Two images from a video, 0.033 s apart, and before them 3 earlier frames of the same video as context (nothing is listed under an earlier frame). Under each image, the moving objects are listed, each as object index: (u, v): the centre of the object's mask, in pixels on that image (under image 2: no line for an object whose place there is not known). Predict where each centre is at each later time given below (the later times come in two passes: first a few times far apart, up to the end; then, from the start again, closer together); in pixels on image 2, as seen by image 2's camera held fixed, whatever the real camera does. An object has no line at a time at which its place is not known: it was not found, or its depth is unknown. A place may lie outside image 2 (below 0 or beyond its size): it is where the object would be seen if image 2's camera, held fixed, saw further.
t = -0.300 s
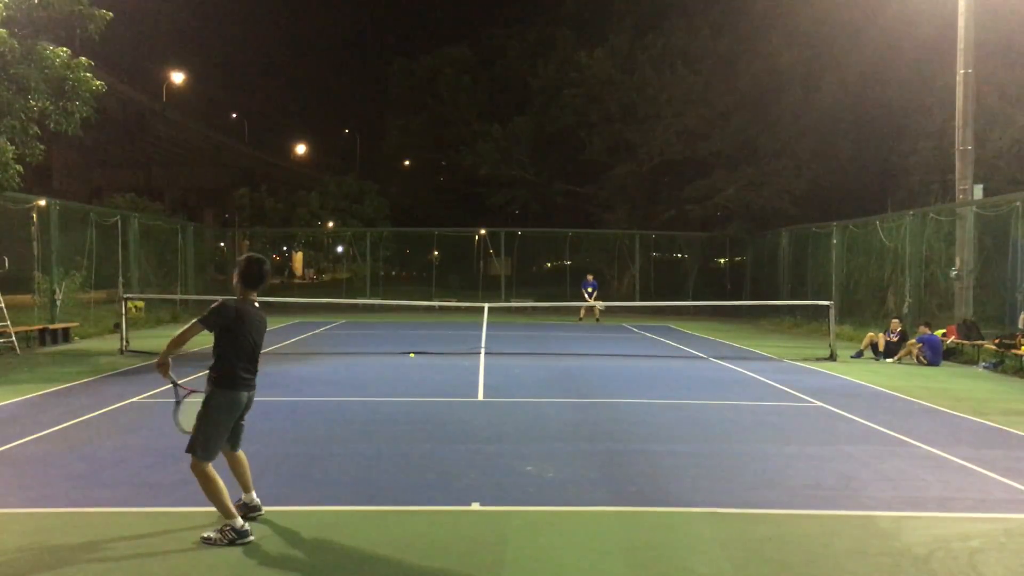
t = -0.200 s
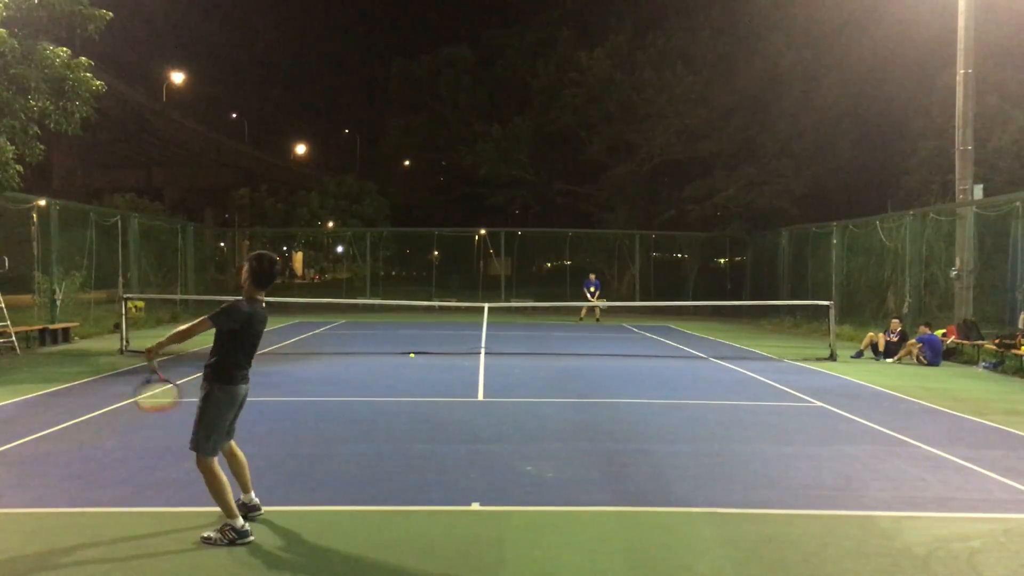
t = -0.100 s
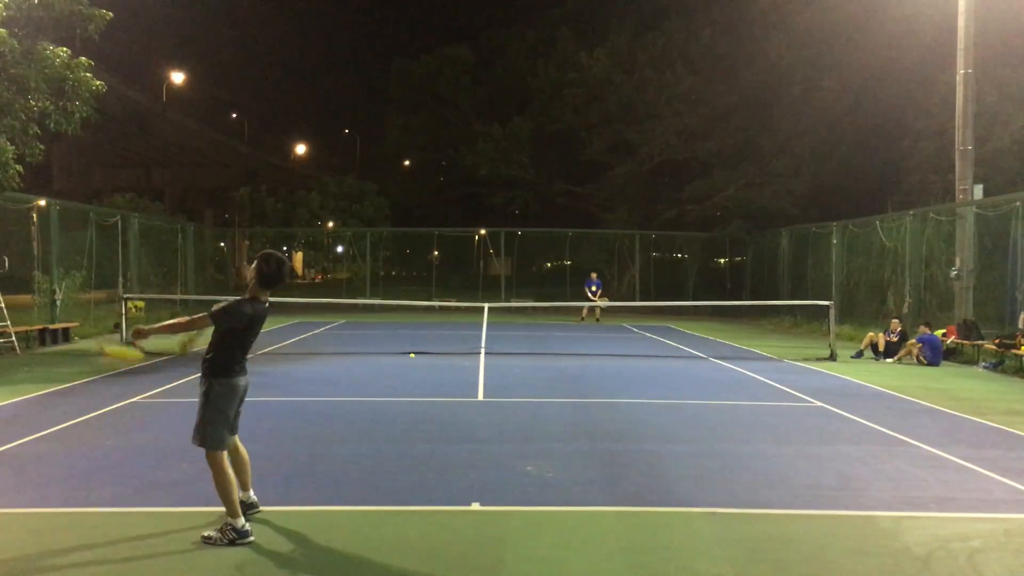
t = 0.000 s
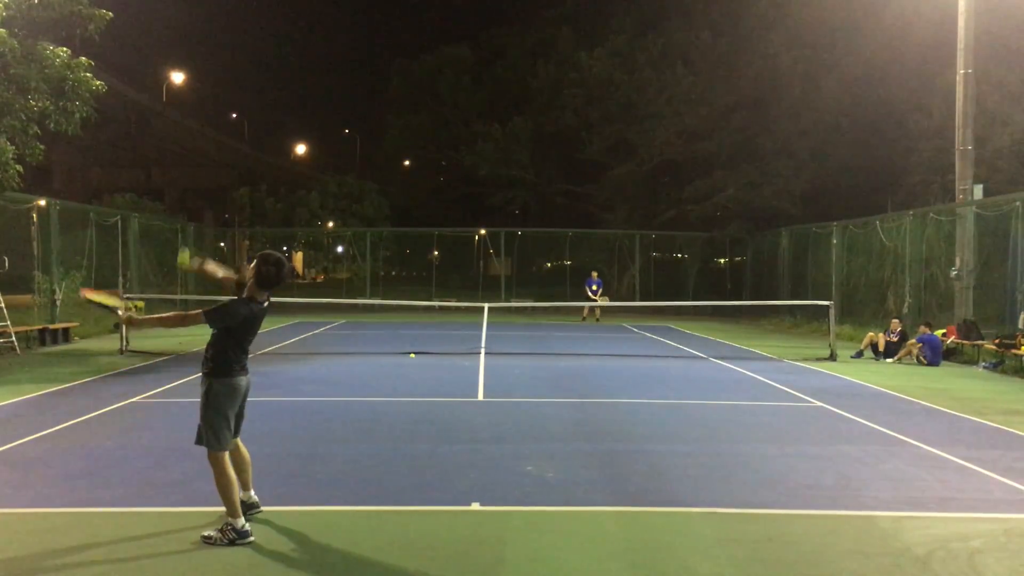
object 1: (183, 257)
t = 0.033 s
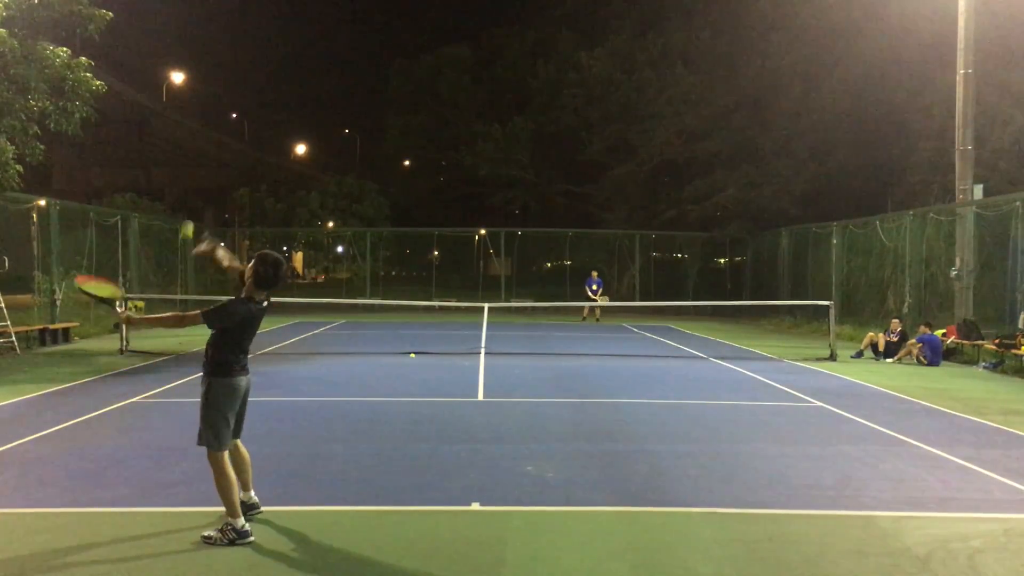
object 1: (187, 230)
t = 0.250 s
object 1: (211, 97)
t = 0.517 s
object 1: (239, 34)
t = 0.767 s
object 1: (266, 70)
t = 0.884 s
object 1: (278, 117)
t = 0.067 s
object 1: (191, 204)
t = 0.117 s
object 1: (196, 170)
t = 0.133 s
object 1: (198, 159)
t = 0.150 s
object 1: (200, 149)
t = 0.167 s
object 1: (202, 139)
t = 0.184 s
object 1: (203, 130)
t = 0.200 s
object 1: (205, 121)
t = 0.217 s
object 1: (207, 112)
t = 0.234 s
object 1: (209, 104)
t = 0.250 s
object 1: (211, 97)
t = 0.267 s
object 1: (212, 90)
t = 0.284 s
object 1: (214, 83)
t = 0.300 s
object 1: (216, 77)
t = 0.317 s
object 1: (218, 71)
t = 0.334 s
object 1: (219, 65)
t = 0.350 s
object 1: (221, 60)
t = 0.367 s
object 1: (223, 56)
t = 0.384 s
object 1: (225, 52)
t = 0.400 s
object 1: (227, 48)
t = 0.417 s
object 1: (229, 45)
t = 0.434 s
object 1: (230, 42)
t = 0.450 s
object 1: (232, 40)
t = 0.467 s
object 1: (234, 37)
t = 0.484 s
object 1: (236, 36)
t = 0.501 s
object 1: (237, 35)
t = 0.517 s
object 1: (239, 34)
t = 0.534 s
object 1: (241, 34)
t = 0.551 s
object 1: (243, 34)
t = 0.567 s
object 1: (245, 34)
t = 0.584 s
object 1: (246, 35)
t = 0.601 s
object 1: (248, 36)
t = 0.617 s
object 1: (250, 38)
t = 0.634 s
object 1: (252, 40)
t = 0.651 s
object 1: (254, 42)
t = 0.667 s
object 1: (255, 45)
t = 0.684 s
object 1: (257, 48)
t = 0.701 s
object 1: (259, 52)
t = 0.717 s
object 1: (261, 56)
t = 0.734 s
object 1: (263, 60)
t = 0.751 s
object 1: (264, 65)
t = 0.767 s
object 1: (266, 70)
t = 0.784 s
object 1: (268, 75)
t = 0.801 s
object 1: (270, 81)
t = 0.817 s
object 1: (271, 88)
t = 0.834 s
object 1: (273, 94)
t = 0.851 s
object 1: (275, 102)
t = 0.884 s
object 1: (278, 117)
